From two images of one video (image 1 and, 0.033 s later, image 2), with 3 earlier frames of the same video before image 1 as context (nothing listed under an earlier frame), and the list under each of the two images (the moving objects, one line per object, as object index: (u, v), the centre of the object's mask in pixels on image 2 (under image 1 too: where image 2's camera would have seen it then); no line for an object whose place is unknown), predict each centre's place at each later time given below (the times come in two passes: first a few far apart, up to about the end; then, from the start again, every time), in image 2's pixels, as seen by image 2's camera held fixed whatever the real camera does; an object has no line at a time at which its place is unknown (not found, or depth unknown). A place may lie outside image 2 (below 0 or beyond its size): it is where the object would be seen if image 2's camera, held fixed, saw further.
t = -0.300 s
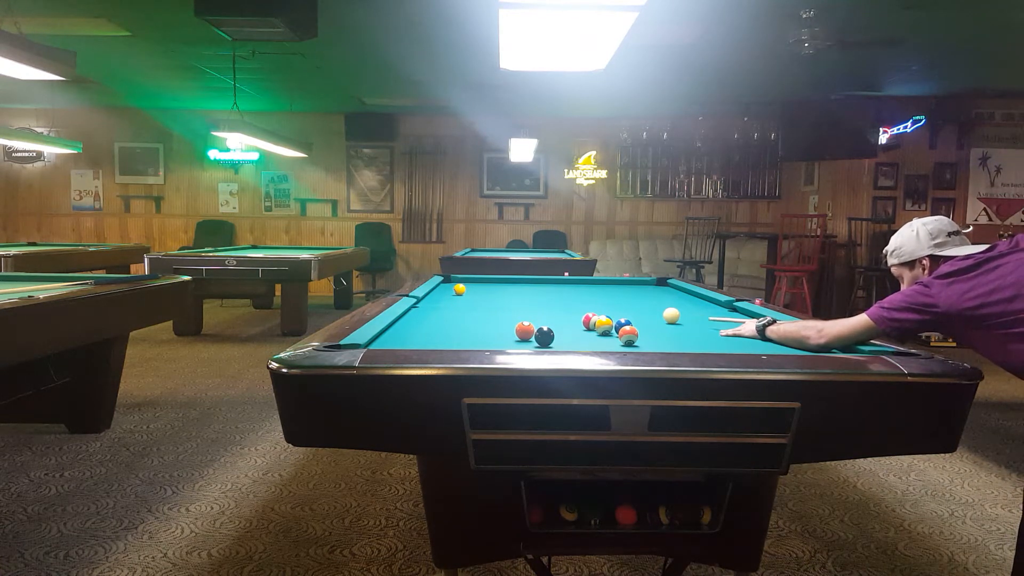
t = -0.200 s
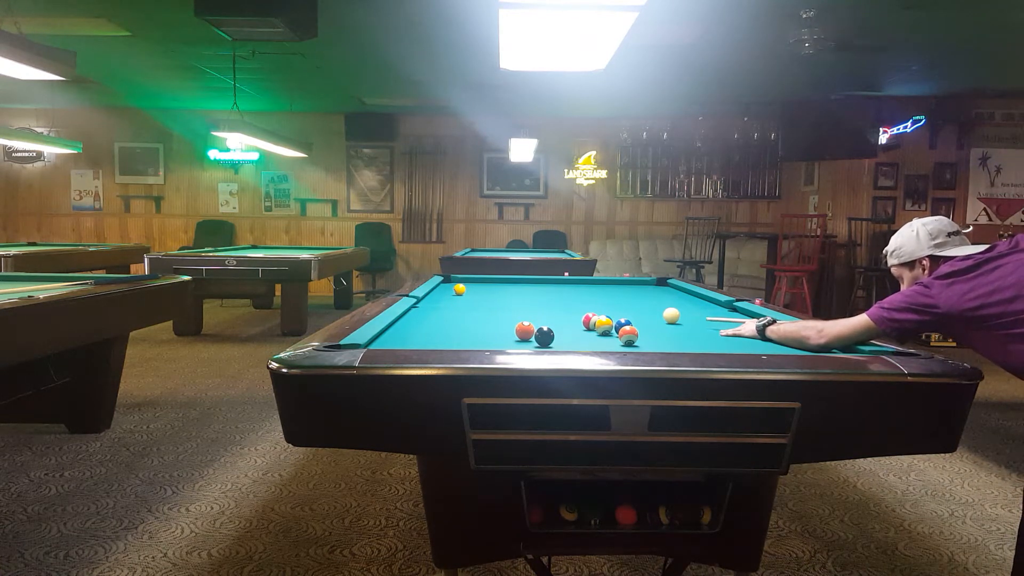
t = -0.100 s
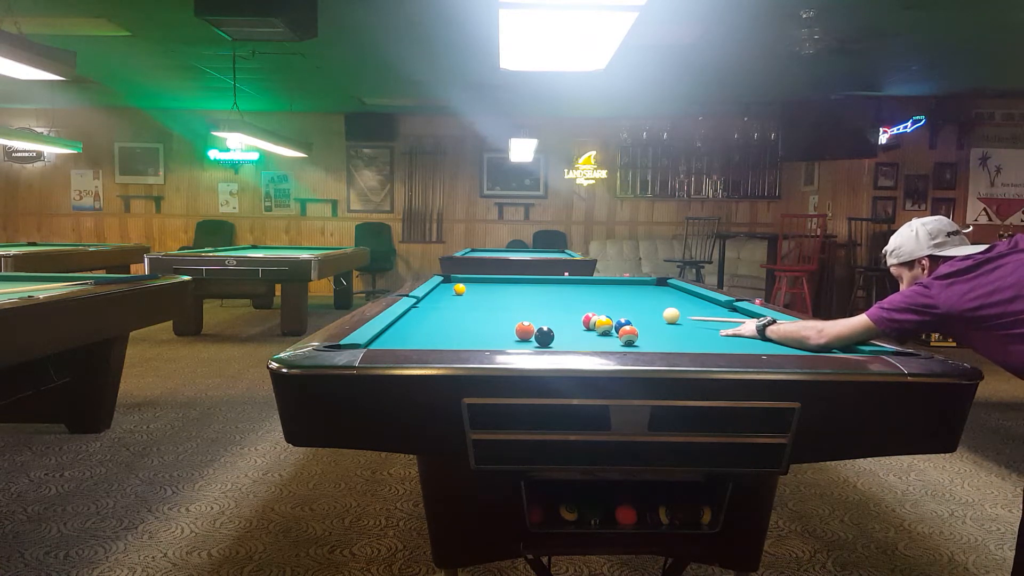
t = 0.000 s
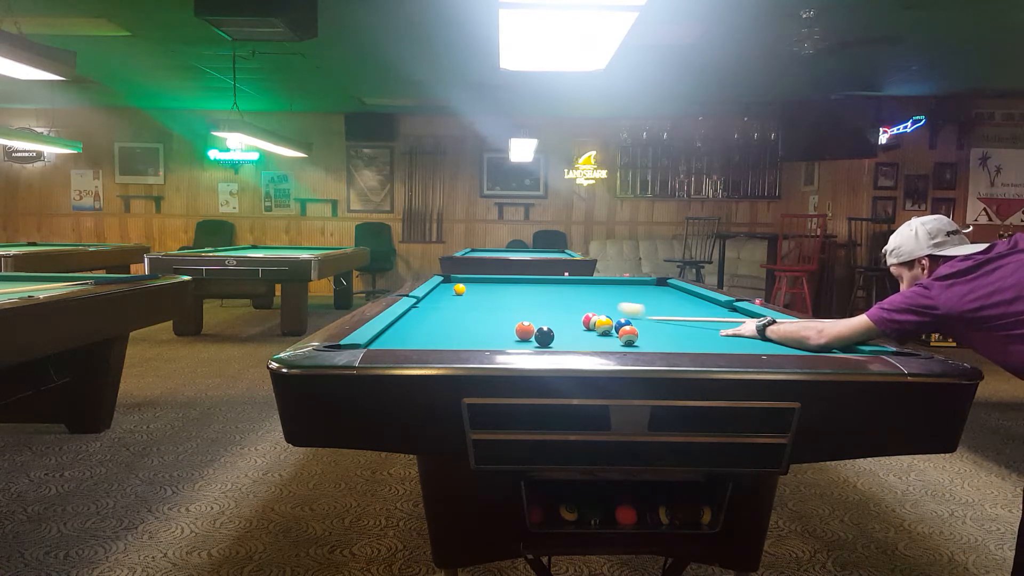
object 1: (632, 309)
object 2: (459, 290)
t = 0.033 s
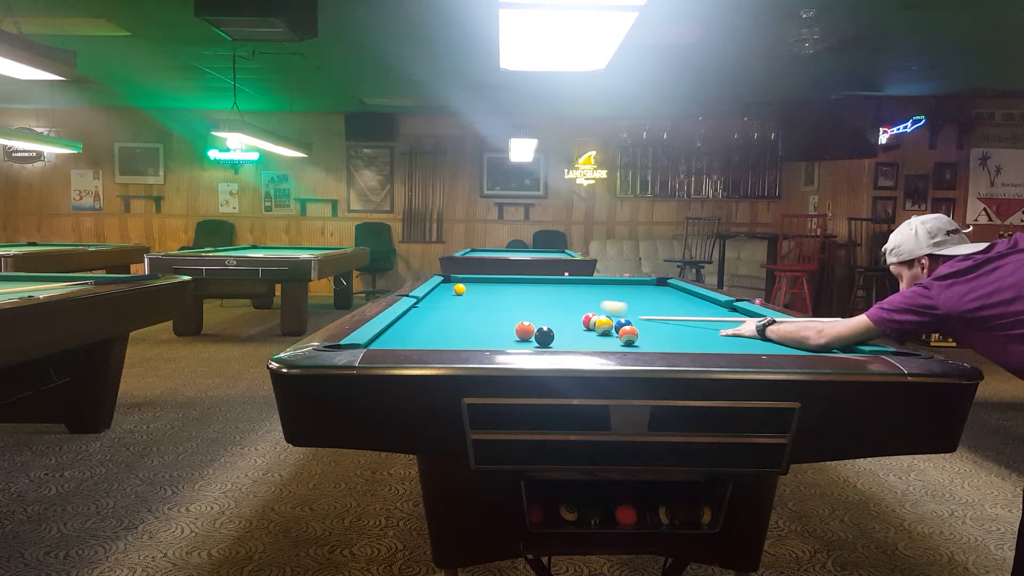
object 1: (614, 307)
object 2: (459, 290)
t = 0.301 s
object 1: (518, 297)
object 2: (459, 289)
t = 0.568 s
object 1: (457, 290)
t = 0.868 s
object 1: (455, 290)
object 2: (444, 283)
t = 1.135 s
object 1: (483, 291)
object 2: (453, 281)
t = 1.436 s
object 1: (514, 291)
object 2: (463, 279)
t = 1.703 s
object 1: (540, 291)
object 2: (472, 280)
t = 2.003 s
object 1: (567, 292)
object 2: (482, 282)
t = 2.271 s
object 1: (590, 293)
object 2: (491, 284)
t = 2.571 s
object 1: (615, 293)
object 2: (500, 285)
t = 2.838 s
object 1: (636, 294)
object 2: (509, 287)
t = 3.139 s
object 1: (658, 294)
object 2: (519, 289)
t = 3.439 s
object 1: (679, 295)
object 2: (528, 291)
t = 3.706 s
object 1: (697, 294)
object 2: (536, 292)
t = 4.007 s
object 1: (687, 295)
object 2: (545, 294)
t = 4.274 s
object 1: (677, 295)
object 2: (553, 296)
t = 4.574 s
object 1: (667, 295)
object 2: (561, 297)
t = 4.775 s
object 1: (662, 295)
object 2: (567, 299)
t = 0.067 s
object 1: (598, 305)
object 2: (459, 289)
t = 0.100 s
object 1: (583, 304)
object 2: (459, 289)
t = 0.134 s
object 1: (570, 302)
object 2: (459, 289)
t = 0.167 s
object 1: (557, 301)
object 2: (459, 290)
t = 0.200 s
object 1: (546, 300)
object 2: (459, 289)
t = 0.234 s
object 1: (536, 299)
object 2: (459, 289)
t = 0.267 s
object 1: (526, 298)
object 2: (459, 289)
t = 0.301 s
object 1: (518, 297)
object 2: (459, 289)
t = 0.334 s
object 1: (509, 295)
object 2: (459, 289)
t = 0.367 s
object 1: (501, 295)
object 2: (459, 289)
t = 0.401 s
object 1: (493, 294)
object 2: (459, 289)
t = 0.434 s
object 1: (485, 293)
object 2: (459, 289)
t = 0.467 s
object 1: (477, 292)
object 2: (459, 289)
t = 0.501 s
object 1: (471, 291)
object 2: (459, 289)
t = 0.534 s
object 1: (464, 291)
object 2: (456, 289)
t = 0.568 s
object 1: (457, 290)
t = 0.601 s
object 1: (452, 290)
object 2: (458, 286)
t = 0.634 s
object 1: (446, 290)
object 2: (455, 286)
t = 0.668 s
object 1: (442, 290)
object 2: (453, 286)
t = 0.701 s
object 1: (437, 290)
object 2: (451, 286)
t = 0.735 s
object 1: (440, 290)
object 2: (450, 285)
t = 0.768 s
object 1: (443, 290)
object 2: (449, 283)
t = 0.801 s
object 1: (447, 290)
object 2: (446, 282)
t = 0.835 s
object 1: (451, 290)
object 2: (445, 283)
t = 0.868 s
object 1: (455, 290)
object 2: (444, 283)
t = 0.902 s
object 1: (459, 290)
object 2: (444, 283)
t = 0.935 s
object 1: (462, 290)
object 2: (446, 283)
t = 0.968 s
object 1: (466, 290)
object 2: (447, 282)
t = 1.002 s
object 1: (469, 290)
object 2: (448, 282)
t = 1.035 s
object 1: (472, 290)
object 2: (449, 282)
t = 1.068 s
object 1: (476, 290)
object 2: (450, 282)
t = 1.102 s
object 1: (479, 290)
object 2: (452, 281)
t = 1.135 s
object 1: (483, 291)
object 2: (453, 281)
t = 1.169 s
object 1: (487, 291)
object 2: (454, 281)
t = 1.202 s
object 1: (490, 291)
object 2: (455, 280)
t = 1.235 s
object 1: (494, 291)
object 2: (457, 280)
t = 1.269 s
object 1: (497, 291)
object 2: (458, 280)
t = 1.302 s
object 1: (500, 291)
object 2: (459, 280)
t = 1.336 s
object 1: (504, 291)
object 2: (460, 280)
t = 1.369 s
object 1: (507, 291)
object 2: (461, 279)
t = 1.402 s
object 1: (510, 291)
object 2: (462, 279)
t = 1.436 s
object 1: (514, 291)
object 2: (463, 279)
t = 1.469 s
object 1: (517, 291)
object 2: (464, 279)
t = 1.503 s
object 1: (520, 291)
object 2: (465, 279)
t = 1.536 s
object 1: (524, 291)
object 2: (466, 279)
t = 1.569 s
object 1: (527, 291)
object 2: (467, 279)
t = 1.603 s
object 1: (530, 291)
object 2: (469, 279)
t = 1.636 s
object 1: (533, 291)
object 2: (470, 279)
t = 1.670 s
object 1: (536, 291)
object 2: (471, 280)
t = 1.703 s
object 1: (540, 291)
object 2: (472, 280)
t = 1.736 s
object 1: (543, 292)
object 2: (473, 280)
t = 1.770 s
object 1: (546, 292)
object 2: (474, 280)
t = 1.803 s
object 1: (549, 292)
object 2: (475, 280)
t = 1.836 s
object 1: (552, 292)
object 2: (476, 281)
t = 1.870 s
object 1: (555, 292)
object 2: (477, 281)
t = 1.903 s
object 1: (558, 292)
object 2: (478, 281)
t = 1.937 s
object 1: (561, 292)
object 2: (480, 281)
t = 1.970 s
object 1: (564, 292)
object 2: (481, 282)
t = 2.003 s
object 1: (567, 292)
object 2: (482, 282)
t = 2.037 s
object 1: (570, 292)
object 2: (483, 282)
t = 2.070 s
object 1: (573, 292)
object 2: (484, 282)
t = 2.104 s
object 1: (576, 292)
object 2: (485, 283)
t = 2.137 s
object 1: (579, 292)
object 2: (486, 283)
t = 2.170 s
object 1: (581, 292)
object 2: (487, 283)
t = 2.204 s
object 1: (584, 293)
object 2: (488, 283)
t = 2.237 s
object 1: (587, 293)
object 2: (489, 283)
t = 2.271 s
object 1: (590, 293)
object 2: (491, 284)
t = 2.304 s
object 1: (593, 293)
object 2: (491, 284)
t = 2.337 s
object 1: (596, 293)
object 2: (493, 284)
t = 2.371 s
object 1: (598, 293)
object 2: (494, 284)
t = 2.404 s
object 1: (601, 293)
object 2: (495, 284)
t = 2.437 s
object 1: (604, 293)
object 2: (496, 285)
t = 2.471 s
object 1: (607, 293)
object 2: (497, 285)
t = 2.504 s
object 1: (609, 293)
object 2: (498, 285)
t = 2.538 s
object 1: (612, 293)
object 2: (499, 285)
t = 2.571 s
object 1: (615, 293)
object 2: (500, 285)
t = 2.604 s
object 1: (617, 293)
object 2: (501, 286)
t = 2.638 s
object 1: (620, 294)
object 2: (502, 286)
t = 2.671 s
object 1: (623, 294)
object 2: (503, 286)
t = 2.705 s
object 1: (625, 294)
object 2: (504, 286)
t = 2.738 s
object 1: (628, 294)
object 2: (506, 287)
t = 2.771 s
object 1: (631, 294)
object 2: (507, 287)
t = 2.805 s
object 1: (633, 294)
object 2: (508, 287)
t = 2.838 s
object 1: (636, 294)
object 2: (509, 287)
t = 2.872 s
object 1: (638, 294)
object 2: (510, 287)
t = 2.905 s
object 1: (641, 294)
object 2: (511, 288)
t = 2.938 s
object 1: (643, 294)
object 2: (512, 288)
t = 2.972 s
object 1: (646, 294)
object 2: (513, 288)
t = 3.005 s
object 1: (649, 294)
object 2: (514, 288)
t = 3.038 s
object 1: (651, 294)
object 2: (515, 288)
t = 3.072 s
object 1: (654, 294)
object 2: (516, 289)
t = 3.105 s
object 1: (656, 294)
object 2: (517, 289)
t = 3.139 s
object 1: (658, 294)
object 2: (519, 289)
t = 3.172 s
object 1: (661, 295)
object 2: (520, 289)
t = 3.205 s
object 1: (663, 295)
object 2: (521, 289)
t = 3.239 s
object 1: (666, 294)
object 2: (522, 290)
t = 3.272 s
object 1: (668, 294)
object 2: (523, 290)
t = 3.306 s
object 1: (670, 295)
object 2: (524, 290)
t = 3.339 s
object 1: (673, 295)
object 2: (525, 290)
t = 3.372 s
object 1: (675, 295)
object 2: (526, 291)
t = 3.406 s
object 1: (677, 295)
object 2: (527, 291)
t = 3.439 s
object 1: (679, 295)
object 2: (528, 291)
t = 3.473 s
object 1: (682, 295)
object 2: (529, 291)
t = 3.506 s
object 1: (684, 295)
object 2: (530, 291)
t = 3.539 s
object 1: (686, 295)
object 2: (531, 292)
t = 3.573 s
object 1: (688, 295)
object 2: (532, 292)
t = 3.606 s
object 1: (690, 295)
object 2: (533, 292)
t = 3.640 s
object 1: (692, 295)
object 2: (534, 292)
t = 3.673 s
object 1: (694, 295)
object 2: (535, 292)
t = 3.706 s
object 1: (697, 294)
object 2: (536, 292)
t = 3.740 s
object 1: (697, 294)
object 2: (537, 293)
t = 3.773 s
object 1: (696, 296)
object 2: (538, 293)
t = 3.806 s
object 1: (695, 295)
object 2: (539, 293)
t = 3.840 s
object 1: (693, 295)
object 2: (541, 293)
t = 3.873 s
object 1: (692, 295)
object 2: (541, 294)
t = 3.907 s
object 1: (691, 295)
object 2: (542, 294)
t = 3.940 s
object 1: (689, 295)
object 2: (544, 294)
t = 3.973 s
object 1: (688, 295)
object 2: (544, 294)
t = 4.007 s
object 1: (687, 295)
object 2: (545, 294)
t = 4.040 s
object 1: (685, 295)
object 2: (546, 295)
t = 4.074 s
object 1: (684, 295)
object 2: (547, 295)
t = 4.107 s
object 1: (683, 295)
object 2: (548, 295)
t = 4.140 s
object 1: (682, 295)
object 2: (550, 295)
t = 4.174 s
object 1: (681, 295)
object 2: (550, 295)
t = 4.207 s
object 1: (679, 295)
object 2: (551, 296)
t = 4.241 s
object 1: (678, 295)
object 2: (552, 296)
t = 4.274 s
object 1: (677, 295)
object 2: (553, 296)
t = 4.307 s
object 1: (676, 295)
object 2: (554, 296)
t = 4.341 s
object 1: (674, 295)
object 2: (555, 296)
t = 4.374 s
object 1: (673, 295)
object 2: (556, 297)
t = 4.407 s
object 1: (672, 295)
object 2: (557, 297)
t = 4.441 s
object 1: (671, 295)
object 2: (558, 297)
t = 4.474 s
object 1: (670, 295)
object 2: (559, 297)
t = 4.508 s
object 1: (669, 295)
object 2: (560, 297)
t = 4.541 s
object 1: (668, 295)
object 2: (561, 297)
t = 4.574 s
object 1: (667, 295)
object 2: (561, 297)
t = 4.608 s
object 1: (666, 295)
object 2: (562, 298)
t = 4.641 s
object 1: (665, 295)
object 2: (563, 298)
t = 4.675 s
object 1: (664, 295)
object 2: (564, 298)
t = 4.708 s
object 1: (663, 295)
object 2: (565, 298)
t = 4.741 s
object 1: (663, 295)
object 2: (566, 298)
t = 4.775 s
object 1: (662, 295)
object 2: (567, 299)
